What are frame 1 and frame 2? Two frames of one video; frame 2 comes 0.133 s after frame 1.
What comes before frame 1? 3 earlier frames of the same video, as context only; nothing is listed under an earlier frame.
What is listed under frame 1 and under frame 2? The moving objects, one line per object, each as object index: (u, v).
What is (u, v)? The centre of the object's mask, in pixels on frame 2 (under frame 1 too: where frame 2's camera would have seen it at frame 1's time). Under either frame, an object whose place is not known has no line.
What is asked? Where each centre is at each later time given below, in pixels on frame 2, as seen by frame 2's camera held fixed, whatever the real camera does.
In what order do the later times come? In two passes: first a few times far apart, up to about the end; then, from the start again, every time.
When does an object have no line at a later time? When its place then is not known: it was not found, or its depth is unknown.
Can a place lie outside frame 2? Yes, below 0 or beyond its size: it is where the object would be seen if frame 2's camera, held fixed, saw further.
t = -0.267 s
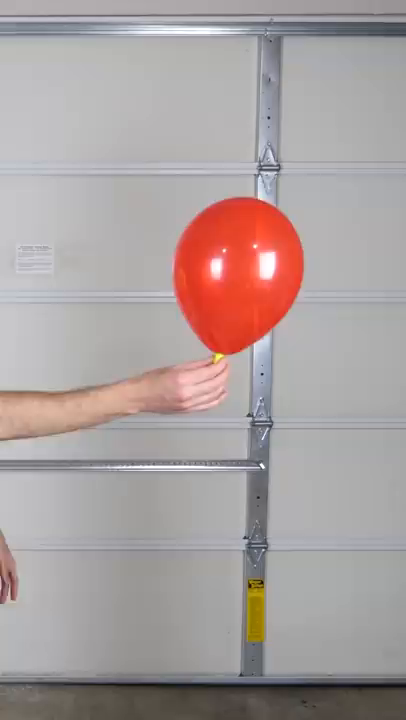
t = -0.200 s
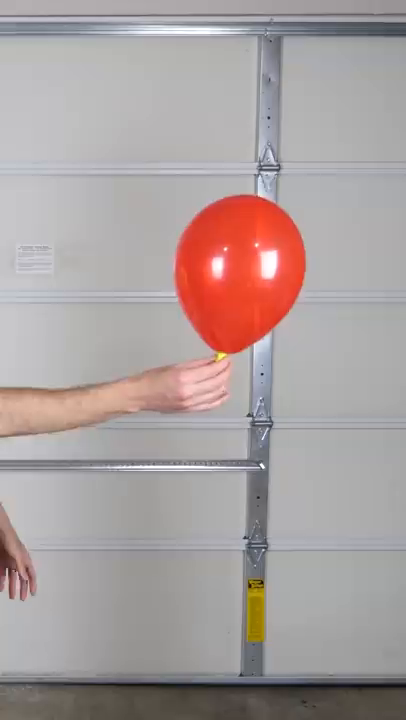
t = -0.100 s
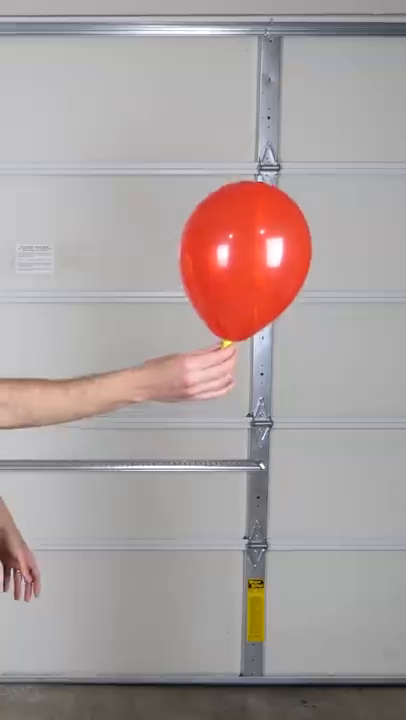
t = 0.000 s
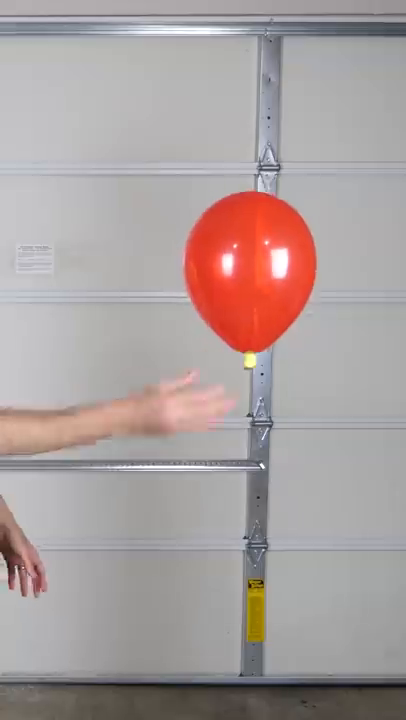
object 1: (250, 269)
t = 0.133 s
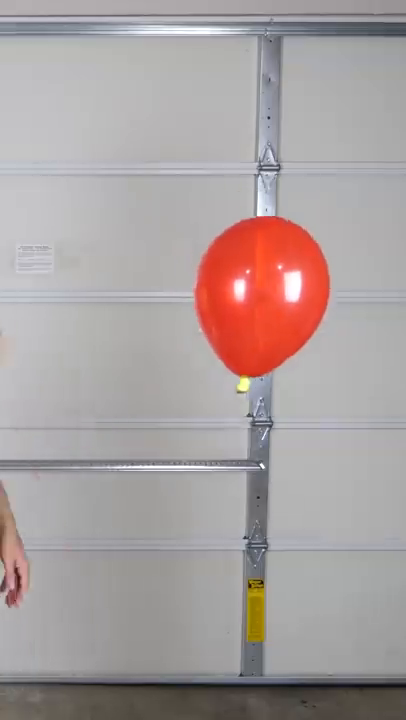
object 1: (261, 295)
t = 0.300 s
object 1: (261, 328)
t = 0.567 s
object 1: (251, 387)
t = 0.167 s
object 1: (260, 301)
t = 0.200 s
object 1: (256, 306)
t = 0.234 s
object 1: (255, 313)
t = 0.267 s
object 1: (258, 321)
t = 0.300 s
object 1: (261, 328)
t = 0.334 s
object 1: (261, 335)
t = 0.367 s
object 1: (258, 342)
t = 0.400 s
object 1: (254, 349)
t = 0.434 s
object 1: (253, 356)
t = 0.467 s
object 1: (255, 363)
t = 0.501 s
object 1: (257, 372)
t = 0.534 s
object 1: (255, 379)
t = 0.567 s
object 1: (251, 387)
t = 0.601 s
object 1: (247, 395)
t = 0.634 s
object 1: (247, 404)
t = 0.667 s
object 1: (248, 411)
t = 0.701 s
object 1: (247, 418)
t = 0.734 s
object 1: (242, 423)
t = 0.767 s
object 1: (236, 429)
